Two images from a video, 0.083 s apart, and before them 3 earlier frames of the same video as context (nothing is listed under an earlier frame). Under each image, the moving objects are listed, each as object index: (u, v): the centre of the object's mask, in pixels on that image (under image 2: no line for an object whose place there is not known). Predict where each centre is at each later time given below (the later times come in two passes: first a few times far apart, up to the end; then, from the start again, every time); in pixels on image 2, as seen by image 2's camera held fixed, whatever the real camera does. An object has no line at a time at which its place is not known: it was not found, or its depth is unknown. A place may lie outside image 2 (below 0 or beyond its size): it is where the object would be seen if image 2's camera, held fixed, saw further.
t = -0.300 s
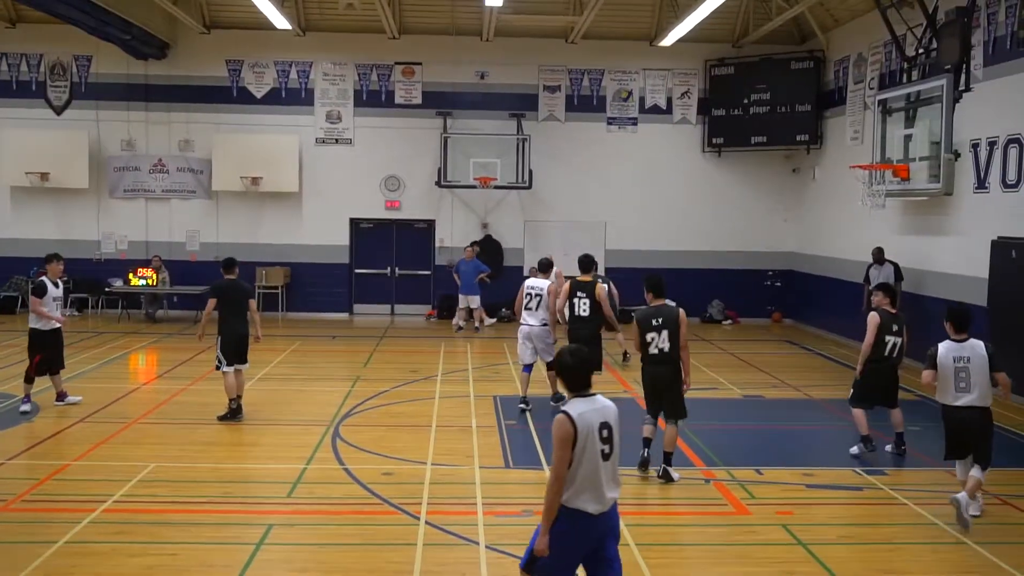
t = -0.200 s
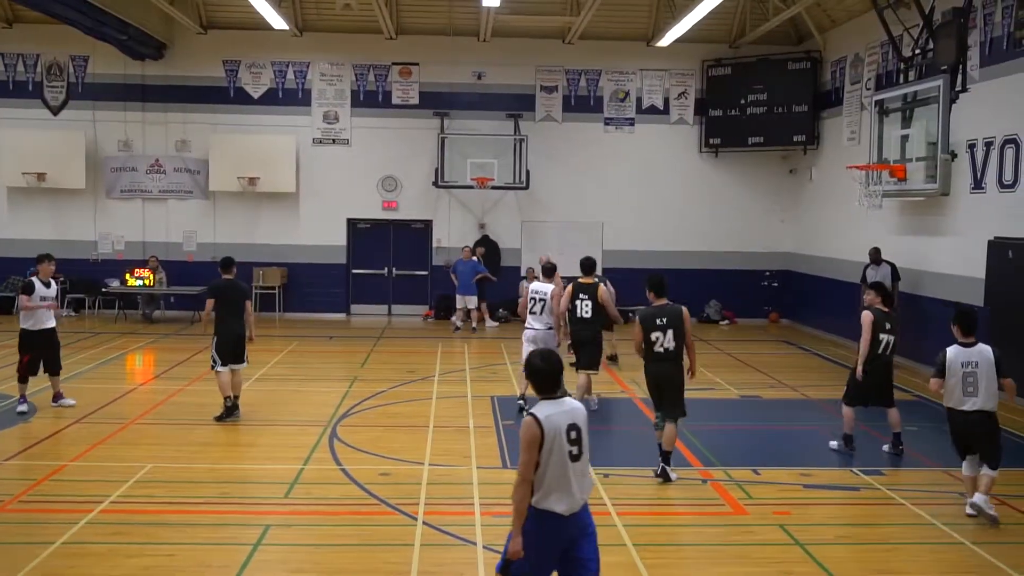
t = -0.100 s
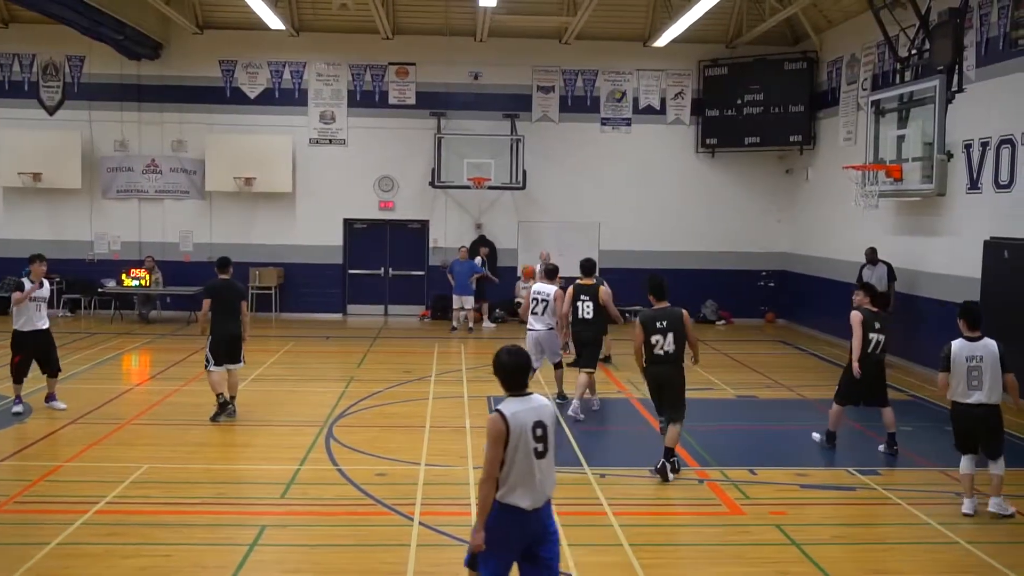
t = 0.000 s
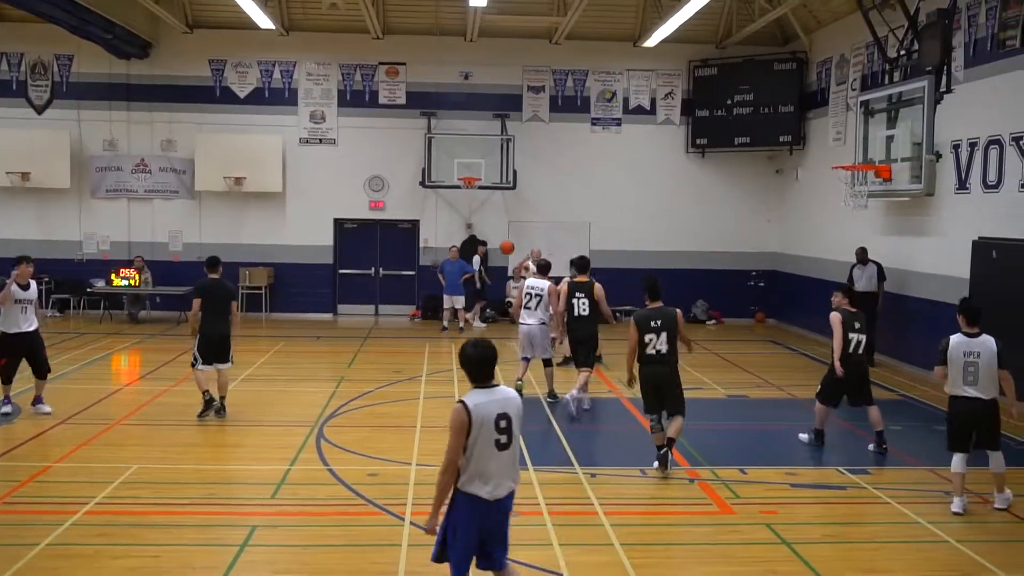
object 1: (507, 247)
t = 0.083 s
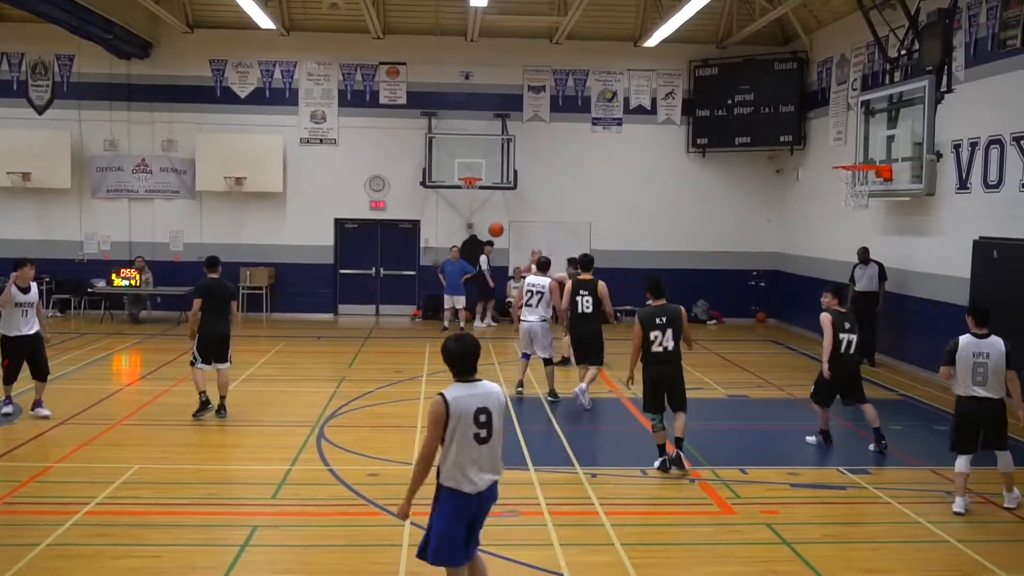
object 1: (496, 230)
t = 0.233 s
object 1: (472, 204)
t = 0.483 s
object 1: (419, 189)
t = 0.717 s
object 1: (348, 226)
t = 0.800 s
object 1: (316, 257)
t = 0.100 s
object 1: (494, 226)
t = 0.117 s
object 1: (491, 223)
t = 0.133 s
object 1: (488, 220)
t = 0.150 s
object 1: (485, 217)
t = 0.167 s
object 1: (483, 214)
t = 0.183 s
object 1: (480, 212)
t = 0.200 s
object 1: (477, 210)
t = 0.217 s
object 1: (474, 206)
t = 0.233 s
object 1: (472, 204)
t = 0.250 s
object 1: (469, 202)
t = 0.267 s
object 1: (466, 201)
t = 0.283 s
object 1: (463, 199)
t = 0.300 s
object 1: (459, 196)
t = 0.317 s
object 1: (457, 195)
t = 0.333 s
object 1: (453, 193)
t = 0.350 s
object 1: (450, 192)
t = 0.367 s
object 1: (446, 191)
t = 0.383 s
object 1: (443, 190)
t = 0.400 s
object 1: (439, 189)
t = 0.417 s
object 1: (436, 189)
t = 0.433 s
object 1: (432, 189)
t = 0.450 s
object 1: (428, 188)
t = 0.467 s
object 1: (424, 189)
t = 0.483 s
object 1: (419, 189)
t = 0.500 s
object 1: (415, 190)
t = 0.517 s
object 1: (411, 191)
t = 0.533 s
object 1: (406, 192)
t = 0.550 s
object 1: (402, 193)
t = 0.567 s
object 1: (398, 195)
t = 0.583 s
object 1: (393, 197)
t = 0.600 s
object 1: (387, 199)
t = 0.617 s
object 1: (382, 202)
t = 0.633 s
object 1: (377, 205)
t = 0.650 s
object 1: (372, 208)
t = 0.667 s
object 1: (366, 213)
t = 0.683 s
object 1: (360, 217)
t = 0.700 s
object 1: (354, 221)
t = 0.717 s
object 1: (348, 226)
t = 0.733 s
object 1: (342, 231)
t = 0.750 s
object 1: (336, 237)
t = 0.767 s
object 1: (329, 243)
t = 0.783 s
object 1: (322, 249)
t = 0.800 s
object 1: (316, 257)
